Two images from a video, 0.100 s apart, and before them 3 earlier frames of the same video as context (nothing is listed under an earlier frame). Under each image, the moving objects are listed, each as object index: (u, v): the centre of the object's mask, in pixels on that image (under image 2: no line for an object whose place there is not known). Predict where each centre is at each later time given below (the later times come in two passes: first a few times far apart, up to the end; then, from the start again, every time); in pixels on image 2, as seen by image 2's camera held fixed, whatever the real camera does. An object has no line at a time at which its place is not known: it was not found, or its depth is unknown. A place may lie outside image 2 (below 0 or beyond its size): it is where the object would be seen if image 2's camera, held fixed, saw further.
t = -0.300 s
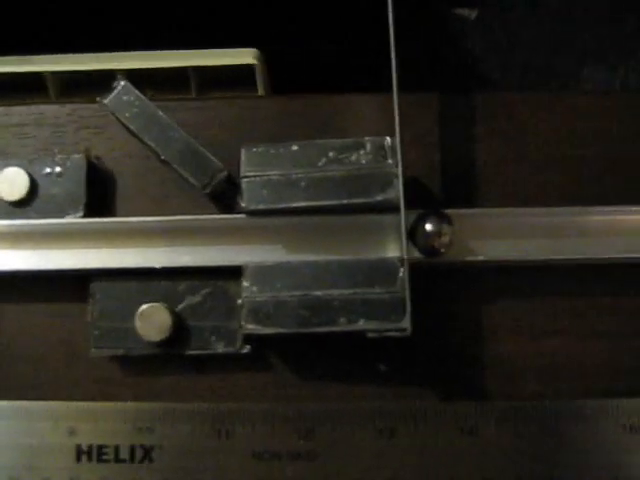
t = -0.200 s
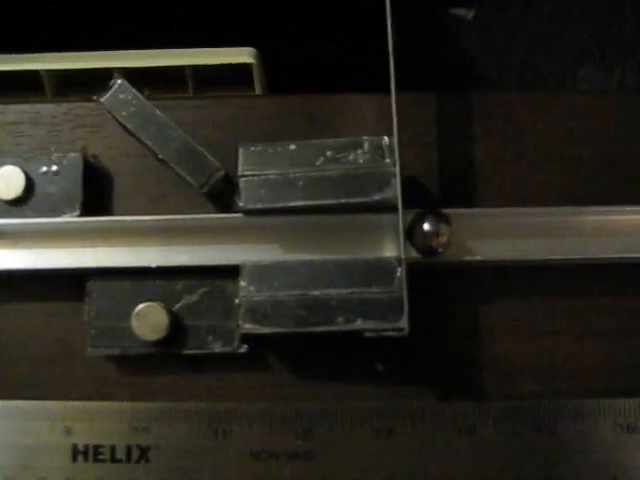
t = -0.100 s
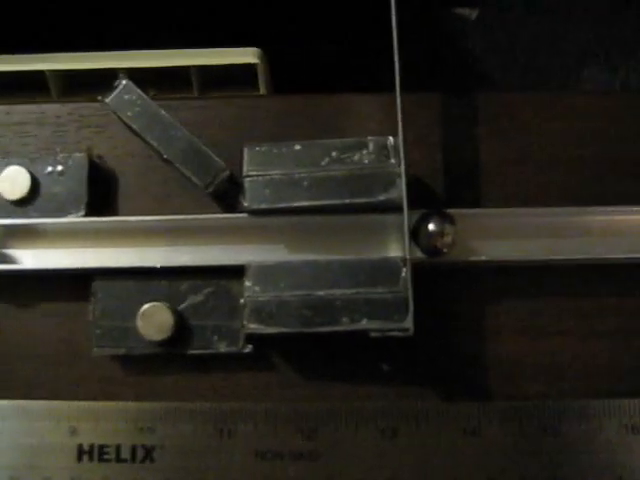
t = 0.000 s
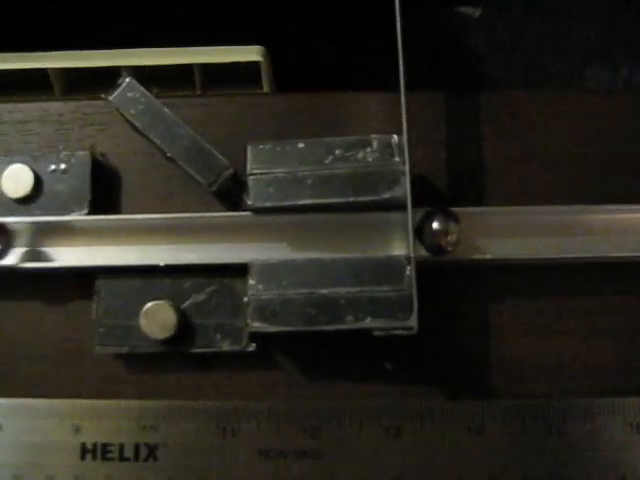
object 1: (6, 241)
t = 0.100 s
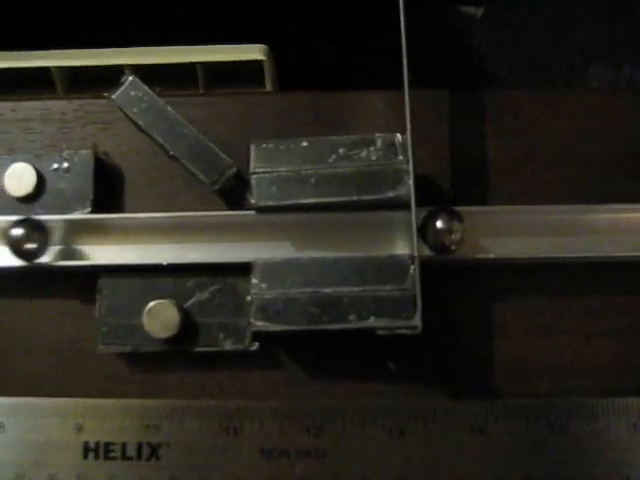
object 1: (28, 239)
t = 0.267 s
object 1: (74, 238)
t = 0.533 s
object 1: (140, 237)
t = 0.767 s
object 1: (219, 236)
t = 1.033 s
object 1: (163, 238)
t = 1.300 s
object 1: (125, 239)
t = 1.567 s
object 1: (205, 238)
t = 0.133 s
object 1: (37, 239)
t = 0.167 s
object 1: (46, 238)
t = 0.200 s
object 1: (56, 238)
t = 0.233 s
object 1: (65, 238)
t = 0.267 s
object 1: (74, 238)
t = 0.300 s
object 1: (82, 238)
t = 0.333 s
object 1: (89, 238)
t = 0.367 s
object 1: (97, 239)
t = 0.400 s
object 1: (103, 238)
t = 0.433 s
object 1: (110, 238)
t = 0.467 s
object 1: (119, 238)
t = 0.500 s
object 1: (128, 238)
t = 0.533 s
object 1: (140, 237)
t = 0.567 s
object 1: (153, 237)
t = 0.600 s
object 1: (169, 237)
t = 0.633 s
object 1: (187, 237)
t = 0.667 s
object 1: (202, 236)
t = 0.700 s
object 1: (212, 237)
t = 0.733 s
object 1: (217, 236)
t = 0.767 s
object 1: (219, 236)
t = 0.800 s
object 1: (219, 236)
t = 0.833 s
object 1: (218, 236)
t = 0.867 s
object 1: (217, 236)
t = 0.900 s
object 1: (214, 236)
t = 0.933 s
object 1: (208, 236)
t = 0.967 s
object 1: (194, 237)
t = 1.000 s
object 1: (178, 238)
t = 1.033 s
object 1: (163, 238)
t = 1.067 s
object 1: (150, 238)
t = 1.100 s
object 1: (139, 238)
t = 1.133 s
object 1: (132, 239)
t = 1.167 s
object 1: (127, 239)
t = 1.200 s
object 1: (124, 240)
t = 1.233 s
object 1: (123, 240)
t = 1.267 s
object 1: (123, 240)
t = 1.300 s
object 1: (125, 239)
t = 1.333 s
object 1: (128, 239)
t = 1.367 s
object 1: (134, 240)
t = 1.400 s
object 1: (141, 239)
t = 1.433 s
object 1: (152, 239)
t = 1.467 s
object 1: (166, 239)
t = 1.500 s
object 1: (181, 238)
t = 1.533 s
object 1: (195, 238)
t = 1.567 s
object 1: (205, 238)
